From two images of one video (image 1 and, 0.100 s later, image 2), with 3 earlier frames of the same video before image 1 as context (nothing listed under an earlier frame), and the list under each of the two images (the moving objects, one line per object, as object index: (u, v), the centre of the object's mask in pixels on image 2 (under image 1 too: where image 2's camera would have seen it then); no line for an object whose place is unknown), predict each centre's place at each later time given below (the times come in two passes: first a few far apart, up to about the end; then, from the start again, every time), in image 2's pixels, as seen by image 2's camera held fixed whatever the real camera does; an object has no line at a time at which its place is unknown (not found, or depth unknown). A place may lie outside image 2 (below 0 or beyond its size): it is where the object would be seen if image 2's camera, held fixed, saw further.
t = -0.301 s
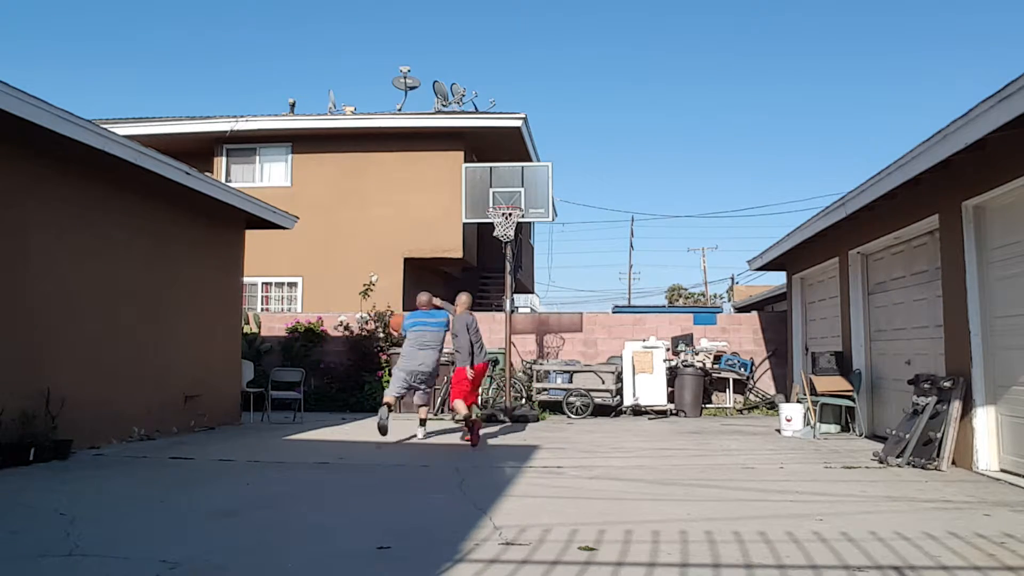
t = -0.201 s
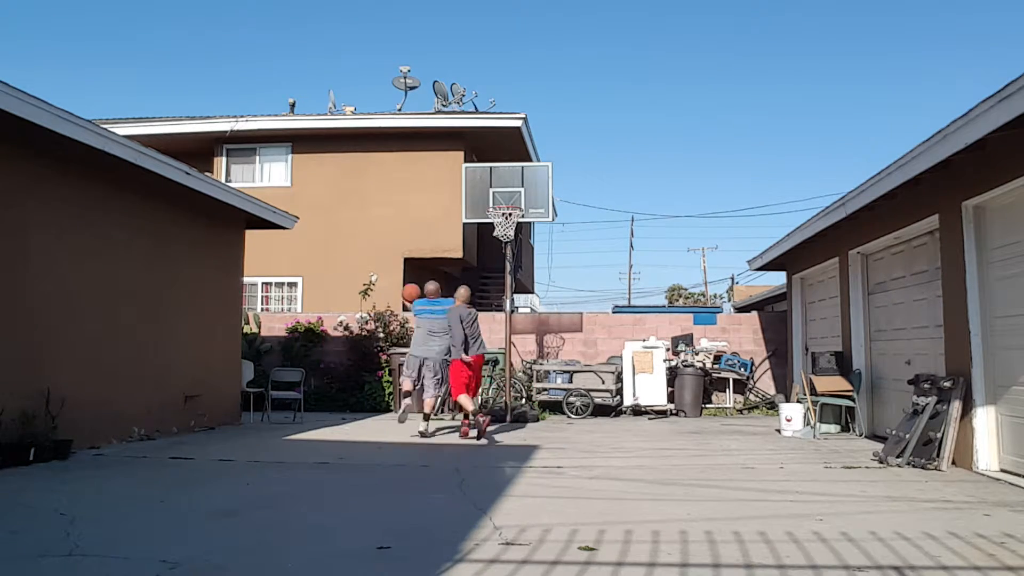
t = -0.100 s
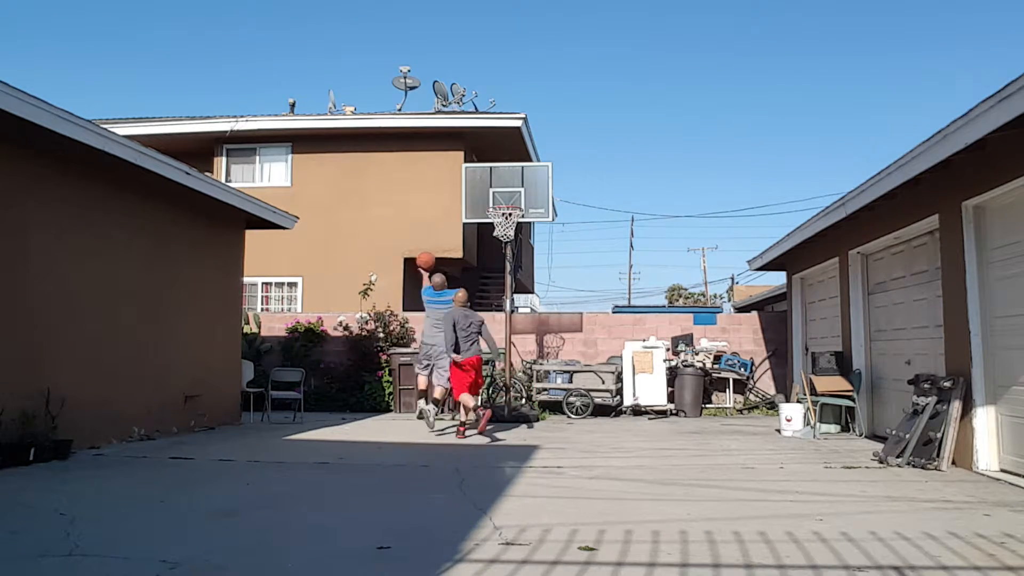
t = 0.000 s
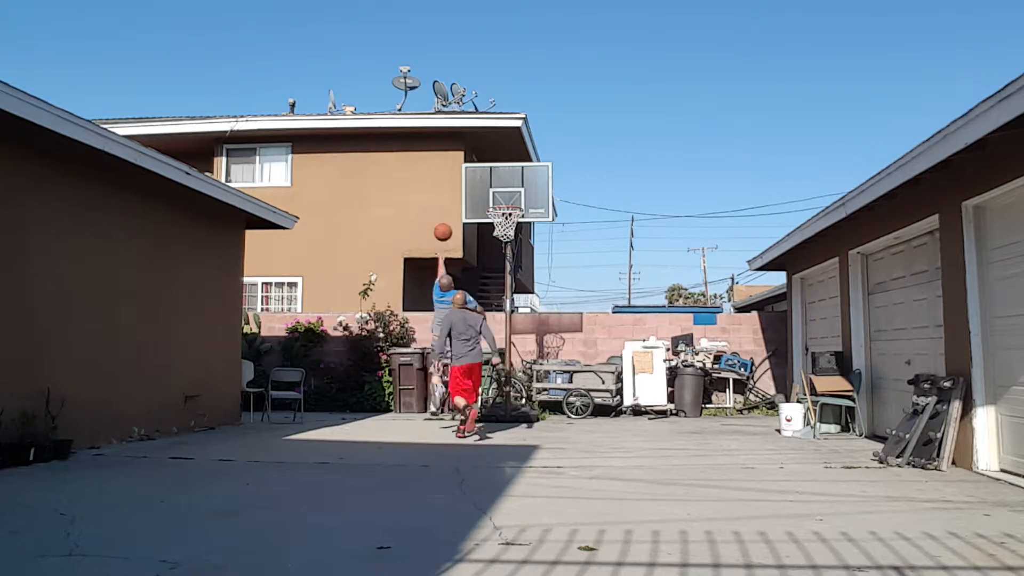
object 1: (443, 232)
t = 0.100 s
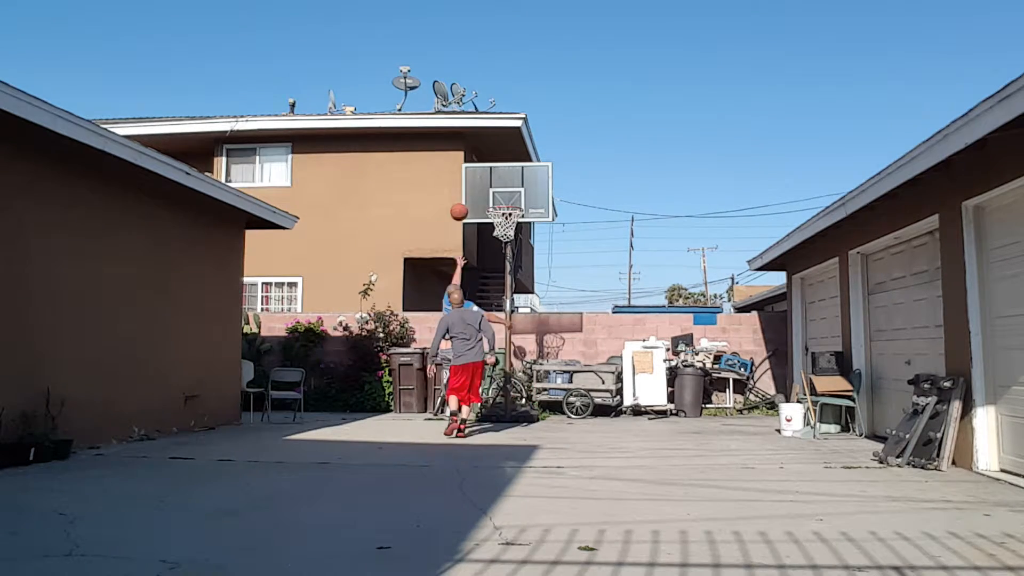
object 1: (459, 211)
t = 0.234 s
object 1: (479, 196)
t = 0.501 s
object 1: (507, 198)
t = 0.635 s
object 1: (510, 211)
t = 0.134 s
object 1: (464, 207)
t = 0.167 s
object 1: (469, 203)
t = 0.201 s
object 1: (474, 199)
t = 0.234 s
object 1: (479, 196)
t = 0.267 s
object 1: (484, 195)
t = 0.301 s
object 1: (489, 194)
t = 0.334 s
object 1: (493, 194)
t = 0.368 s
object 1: (498, 195)
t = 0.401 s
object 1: (499, 194)
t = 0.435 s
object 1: (502, 195)
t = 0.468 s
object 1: (505, 197)
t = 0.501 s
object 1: (507, 198)
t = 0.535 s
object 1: (510, 200)
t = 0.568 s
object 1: (512, 204)
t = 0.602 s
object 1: (513, 204)
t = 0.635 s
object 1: (510, 211)
